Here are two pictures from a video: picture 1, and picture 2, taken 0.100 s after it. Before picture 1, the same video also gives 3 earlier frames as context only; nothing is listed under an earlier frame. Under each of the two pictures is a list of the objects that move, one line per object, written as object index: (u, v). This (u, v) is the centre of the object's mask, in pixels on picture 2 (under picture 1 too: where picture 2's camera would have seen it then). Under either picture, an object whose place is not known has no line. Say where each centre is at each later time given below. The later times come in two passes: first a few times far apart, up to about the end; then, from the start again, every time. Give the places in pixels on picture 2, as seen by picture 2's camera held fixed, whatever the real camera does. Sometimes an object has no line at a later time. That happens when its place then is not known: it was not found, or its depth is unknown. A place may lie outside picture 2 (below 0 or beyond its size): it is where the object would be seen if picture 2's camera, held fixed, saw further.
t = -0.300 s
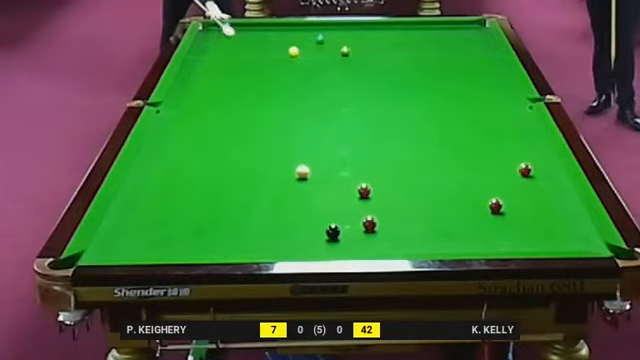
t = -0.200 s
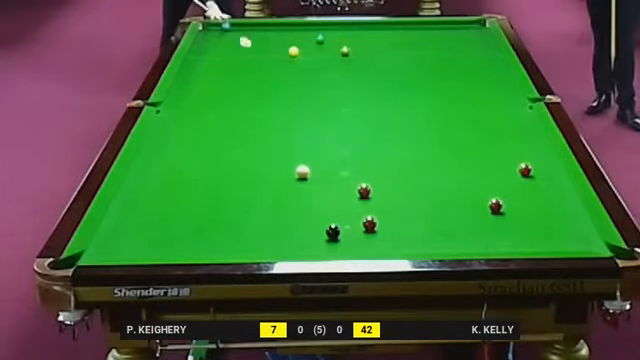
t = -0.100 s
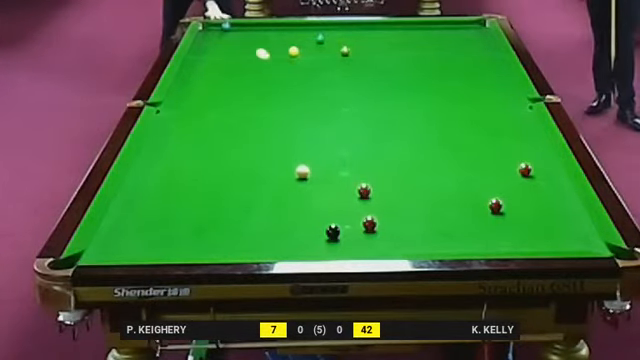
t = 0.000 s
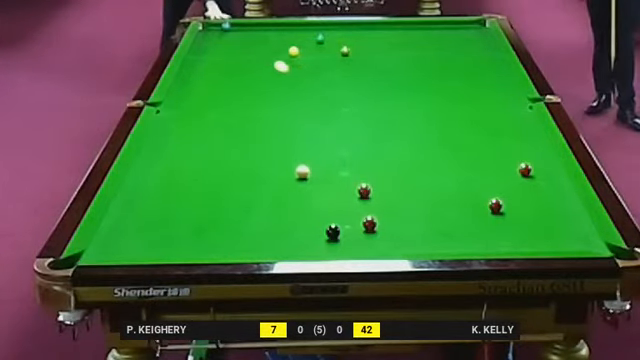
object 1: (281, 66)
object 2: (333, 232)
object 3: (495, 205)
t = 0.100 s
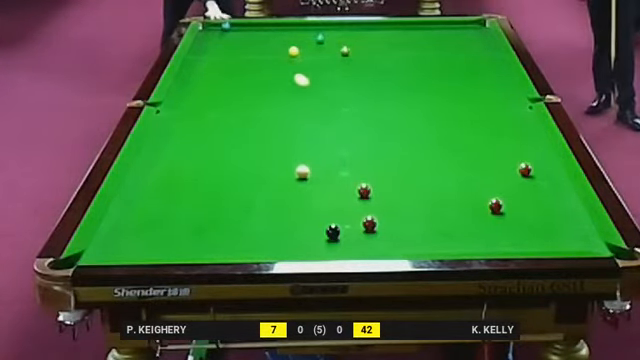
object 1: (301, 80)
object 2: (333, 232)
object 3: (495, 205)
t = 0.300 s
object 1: (347, 111)
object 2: (333, 232)
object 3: (495, 205)
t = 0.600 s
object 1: (433, 168)
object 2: (333, 232)
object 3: (495, 205)
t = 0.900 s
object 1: (463, 230)
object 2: (333, 232)
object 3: (578, 221)
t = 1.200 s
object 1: (438, 220)
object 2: (333, 232)
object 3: (506, 241)
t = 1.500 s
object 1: (411, 183)
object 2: (333, 232)
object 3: (422, 245)
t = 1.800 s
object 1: (390, 153)
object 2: (332, 232)
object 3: (346, 237)
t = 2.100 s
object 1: (371, 127)
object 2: (308, 220)
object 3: (301, 242)
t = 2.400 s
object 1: (354, 105)
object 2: (286, 210)
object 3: (259, 246)
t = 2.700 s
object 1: (340, 86)
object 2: (266, 200)
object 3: (218, 248)
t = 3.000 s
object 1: (328, 70)
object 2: (249, 193)
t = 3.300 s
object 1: (317, 55)
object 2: (234, 185)
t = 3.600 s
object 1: (307, 42)
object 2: (221, 180)
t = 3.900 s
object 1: (298, 31)
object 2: (210, 175)
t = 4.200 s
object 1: (290, 24)
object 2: (201, 172)
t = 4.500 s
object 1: (283, 31)
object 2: (194, 169)
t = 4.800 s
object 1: (277, 38)
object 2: (188, 166)
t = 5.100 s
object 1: (270, 44)
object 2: (184, 165)
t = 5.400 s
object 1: (263, 51)
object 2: (182, 165)
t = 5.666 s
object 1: (258, 57)
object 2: (181, 164)
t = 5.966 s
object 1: (252, 63)
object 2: (181, 164)
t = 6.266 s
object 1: (246, 69)
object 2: (181, 164)
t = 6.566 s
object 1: (241, 74)
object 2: (181, 164)
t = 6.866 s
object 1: (236, 79)
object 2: (181, 164)
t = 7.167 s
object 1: (231, 84)
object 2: (181, 165)
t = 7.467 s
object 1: (226, 88)
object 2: (181, 165)
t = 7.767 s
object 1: (222, 92)
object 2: (181, 165)
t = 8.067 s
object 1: (219, 95)
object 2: (181, 165)
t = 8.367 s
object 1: (216, 98)
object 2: (181, 164)
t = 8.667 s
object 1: (213, 100)
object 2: (181, 165)
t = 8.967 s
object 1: (212, 102)
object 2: (181, 165)
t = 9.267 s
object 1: (210, 103)
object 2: (181, 165)
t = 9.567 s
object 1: (210, 104)
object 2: (181, 165)
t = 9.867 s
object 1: (210, 104)
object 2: (181, 164)
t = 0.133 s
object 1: (308, 85)
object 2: (333, 232)
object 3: (495, 205)
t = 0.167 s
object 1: (316, 89)
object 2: (333, 232)
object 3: (495, 205)
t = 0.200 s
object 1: (323, 94)
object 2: (333, 232)
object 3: (495, 205)
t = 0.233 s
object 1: (331, 100)
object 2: (333, 232)
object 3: (495, 205)
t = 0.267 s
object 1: (338, 105)
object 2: (333, 232)
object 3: (495, 205)
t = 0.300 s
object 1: (347, 111)
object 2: (333, 232)
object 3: (495, 205)
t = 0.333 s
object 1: (355, 116)
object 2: (333, 232)
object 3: (495, 205)
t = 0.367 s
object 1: (364, 122)
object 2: (333, 232)
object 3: (495, 205)
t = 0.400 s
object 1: (373, 128)
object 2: (333, 232)
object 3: (495, 205)
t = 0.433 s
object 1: (382, 134)
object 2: (333, 232)
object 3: (495, 205)
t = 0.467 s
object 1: (392, 140)
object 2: (333, 232)
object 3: (495, 205)
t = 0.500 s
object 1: (401, 147)
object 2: (333, 232)
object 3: (495, 205)
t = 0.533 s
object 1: (411, 154)
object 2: (333, 232)
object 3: (495, 205)
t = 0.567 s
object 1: (422, 161)
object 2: (333, 232)
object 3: (495, 205)
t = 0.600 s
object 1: (433, 168)
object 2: (333, 232)
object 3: (495, 205)
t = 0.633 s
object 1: (444, 175)
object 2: (333, 232)
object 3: (495, 206)
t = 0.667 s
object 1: (455, 183)
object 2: (333, 232)
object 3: (495, 206)
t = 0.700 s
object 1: (467, 191)
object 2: (333, 232)
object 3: (495, 206)
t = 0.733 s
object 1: (479, 201)
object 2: (333, 232)
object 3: (496, 206)
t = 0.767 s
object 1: (478, 207)
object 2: (333, 232)
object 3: (510, 207)
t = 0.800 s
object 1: (473, 212)
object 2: (333, 232)
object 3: (527, 211)
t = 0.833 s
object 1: (469, 218)
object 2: (333, 232)
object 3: (544, 214)
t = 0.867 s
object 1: (465, 224)
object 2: (333, 232)
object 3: (561, 217)
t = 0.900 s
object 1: (463, 230)
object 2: (333, 232)
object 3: (578, 221)
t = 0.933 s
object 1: (461, 236)
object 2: (333, 232)
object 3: (584, 224)
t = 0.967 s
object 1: (460, 243)
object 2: (333, 232)
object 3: (573, 226)
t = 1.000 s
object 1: (458, 247)
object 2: (333, 232)
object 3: (563, 229)
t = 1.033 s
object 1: (455, 244)
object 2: (333, 232)
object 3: (553, 231)
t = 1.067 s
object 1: (451, 240)
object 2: (333, 232)
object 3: (544, 233)
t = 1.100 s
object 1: (448, 235)
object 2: (333, 232)
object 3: (535, 235)
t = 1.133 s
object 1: (444, 230)
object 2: (333, 232)
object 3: (525, 236)
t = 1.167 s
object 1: (441, 225)
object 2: (333, 232)
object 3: (515, 239)
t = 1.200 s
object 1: (438, 220)
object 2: (333, 232)
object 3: (506, 241)
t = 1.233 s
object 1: (434, 215)
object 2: (333, 232)
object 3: (497, 243)
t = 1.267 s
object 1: (432, 211)
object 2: (333, 232)
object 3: (487, 244)
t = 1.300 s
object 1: (428, 207)
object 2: (333, 232)
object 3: (477, 245)
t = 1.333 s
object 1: (425, 203)
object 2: (333, 232)
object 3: (467, 246)
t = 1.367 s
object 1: (423, 199)
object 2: (333, 232)
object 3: (458, 247)
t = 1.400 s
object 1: (419, 194)
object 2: (333, 232)
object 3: (448, 247)
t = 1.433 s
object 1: (417, 191)
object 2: (333, 232)
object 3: (439, 246)
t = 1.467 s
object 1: (414, 187)
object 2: (333, 232)
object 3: (431, 246)
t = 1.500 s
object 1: (411, 183)
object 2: (333, 232)
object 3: (422, 245)
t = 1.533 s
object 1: (409, 180)
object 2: (333, 232)
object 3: (413, 245)
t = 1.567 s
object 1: (406, 176)
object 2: (333, 232)
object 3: (405, 244)
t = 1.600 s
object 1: (404, 172)
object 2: (333, 232)
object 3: (396, 243)
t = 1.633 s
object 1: (401, 169)
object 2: (333, 232)
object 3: (388, 242)
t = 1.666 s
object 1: (399, 166)
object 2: (333, 232)
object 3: (379, 241)
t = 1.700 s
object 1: (396, 162)
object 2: (333, 232)
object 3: (371, 240)
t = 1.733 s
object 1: (394, 159)
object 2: (333, 232)
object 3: (363, 240)
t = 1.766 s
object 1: (392, 156)
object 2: (333, 232)
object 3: (354, 238)
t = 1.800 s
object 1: (390, 153)
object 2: (332, 232)
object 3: (346, 237)
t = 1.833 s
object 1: (387, 150)
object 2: (330, 230)
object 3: (339, 238)
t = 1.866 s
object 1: (385, 147)
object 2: (327, 229)
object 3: (335, 238)
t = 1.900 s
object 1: (383, 143)
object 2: (324, 227)
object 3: (330, 238)
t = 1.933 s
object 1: (381, 141)
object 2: (321, 226)
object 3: (326, 239)
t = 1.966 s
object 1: (379, 138)
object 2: (318, 225)
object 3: (320, 240)
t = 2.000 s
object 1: (376, 135)
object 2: (316, 224)
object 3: (316, 240)
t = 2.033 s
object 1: (375, 132)
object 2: (313, 223)
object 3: (311, 240)
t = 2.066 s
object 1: (373, 130)
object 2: (310, 222)
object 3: (306, 241)
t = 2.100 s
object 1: (371, 127)
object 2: (308, 220)
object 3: (301, 242)
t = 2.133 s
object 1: (369, 124)
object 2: (305, 219)
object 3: (296, 242)
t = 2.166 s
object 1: (367, 122)
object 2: (303, 218)
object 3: (291, 243)
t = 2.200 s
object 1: (365, 119)
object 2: (300, 217)
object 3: (287, 243)
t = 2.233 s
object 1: (363, 117)
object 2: (297, 215)
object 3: (282, 244)
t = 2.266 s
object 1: (361, 114)
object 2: (295, 214)
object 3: (277, 244)
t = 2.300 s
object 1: (359, 112)
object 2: (293, 213)
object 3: (272, 244)
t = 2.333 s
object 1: (358, 110)
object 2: (290, 212)
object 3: (268, 245)
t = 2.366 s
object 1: (356, 107)
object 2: (288, 211)
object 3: (263, 246)
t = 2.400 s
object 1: (354, 105)
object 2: (286, 210)
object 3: (259, 246)
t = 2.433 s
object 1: (353, 103)
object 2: (283, 209)
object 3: (254, 246)
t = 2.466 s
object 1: (351, 100)
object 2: (281, 207)
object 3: (249, 247)
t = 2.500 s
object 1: (350, 98)
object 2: (279, 206)
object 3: (245, 247)
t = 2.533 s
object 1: (348, 96)
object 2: (277, 205)
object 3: (240, 247)
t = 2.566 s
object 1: (346, 94)
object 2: (275, 204)
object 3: (236, 247)
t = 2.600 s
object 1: (345, 92)
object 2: (273, 203)
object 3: (231, 247)
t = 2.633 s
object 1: (343, 90)
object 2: (271, 202)
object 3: (227, 247)
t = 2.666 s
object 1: (342, 88)
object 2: (268, 201)
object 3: (222, 248)
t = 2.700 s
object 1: (340, 86)
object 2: (266, 200)
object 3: (218, 248)
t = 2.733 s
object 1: (339, 84)
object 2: (264, 199)
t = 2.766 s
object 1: (337, 82)
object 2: (262, 199)
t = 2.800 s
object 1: (336, 80)
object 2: (261, 198)
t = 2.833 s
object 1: (334, 78)
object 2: (258, 197)
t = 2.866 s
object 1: (333, 76)
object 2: (257, 196)
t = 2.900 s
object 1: (332, 75)
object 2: (255, 195)
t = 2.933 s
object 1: (330, 73)
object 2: (253, 194)
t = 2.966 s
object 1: (329, 71)
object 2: (251, 193)
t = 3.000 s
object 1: (328, 70)
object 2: (249, 193)
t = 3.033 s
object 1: (327, 68)
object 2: (247, 192)
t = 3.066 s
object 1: (325, 66)
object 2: (246, 191)
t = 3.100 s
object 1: (324, 65)
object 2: (244, 190)
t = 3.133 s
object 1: (323, 63)
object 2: (242, 190)
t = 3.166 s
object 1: (322, 61)
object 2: (241, 189)
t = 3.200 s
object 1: (321, 59)
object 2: (239, 188)
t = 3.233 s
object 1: (319, 58)
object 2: (237, 187)
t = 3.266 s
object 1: (318, 56)
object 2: (236, 186)
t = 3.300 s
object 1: (317, 55)
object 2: (234, 185)
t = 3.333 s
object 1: (316, 54)
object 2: (233, 185)
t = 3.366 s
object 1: (314, 52)
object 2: (231, 184)
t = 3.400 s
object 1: (313, 51)
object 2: (230, 184)
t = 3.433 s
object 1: (312, 49)
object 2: (228, 183)
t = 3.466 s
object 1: (311, 48)
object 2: (227, 182)
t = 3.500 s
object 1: (310, 47)
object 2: (225, 182)
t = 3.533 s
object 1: (309, 45)
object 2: (224, 181)
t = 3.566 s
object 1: (308, 44)
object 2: (223, 180)
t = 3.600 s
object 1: (307, 42)
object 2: (221, 180)
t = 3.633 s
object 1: (306, 41)
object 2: (220, 179)
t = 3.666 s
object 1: (305, 40)
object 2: (219, 179)
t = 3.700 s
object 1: (304, 38)
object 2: (218, 178)
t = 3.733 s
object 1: (303, 37)
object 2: (216, 178)
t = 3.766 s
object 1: (302, 36)
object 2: (215, 177)
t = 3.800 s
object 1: (301, 35)
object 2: (214, 177)
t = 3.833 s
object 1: (300, 34)
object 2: (213, 176)
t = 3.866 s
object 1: (299, 33)
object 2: (212, 176)
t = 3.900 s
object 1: (298, 31)
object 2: (210, 175)
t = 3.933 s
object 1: (297, 30)
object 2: (209, 175)
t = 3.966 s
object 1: (296, 29)
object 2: (208, 174)
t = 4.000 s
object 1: (295, 28)
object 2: (207, 174)
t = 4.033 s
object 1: (295, 27)
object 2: (206, 174)
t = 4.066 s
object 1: (293, 26)
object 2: (205, 173)
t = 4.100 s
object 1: (293, 25)
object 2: (204, 173)
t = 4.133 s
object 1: (292, 24)
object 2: (203, 172)
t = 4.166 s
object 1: (291, 24)
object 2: (202, 172)
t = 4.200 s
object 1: (290, 24)
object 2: (201, 172)
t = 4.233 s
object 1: (290, 25)
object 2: (200, 171)
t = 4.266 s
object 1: (289, 26)
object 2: (200, 171)
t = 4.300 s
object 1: (288, 27)
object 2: (199, 170)
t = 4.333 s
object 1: (287, 27)
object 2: (198, 170)
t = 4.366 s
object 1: (286, 28)
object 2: (197, 170)
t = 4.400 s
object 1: (285, 29)
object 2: (196, 170)
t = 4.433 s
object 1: (285, 30)
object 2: (195, 169)
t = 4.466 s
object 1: (284, 31)
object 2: (195, 169)
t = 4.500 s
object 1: (283, 31)
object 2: (194, 169)
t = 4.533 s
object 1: (282, 32)
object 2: (193, 168)
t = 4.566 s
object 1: (282, 33)
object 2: (193, 168)
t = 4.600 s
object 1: (281, 34)
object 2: (192, 168)
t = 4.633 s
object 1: (280, 34)
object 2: (191, 167)
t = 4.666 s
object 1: (280, 35)
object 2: (191, 167)
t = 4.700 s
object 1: (279, 36)
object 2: (190, 167)
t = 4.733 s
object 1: (279, 36)
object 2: (189, 167)
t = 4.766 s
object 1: (277, 37)
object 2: (189, 167)
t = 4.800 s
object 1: (277, 38)
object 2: (188, 166)
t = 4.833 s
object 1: (276, 39)
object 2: (188, 166)
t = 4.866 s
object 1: (275, 40)
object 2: (187, 166)
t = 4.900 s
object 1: (274, 40)
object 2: (187, 166)
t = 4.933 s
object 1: (273, 41)
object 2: (186, 165)
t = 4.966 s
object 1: (273, 42)
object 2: (186, 165)
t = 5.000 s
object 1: (272, 42)
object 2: (185, 165)
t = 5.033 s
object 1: (271, 43)
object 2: (185, 165)
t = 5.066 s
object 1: (271, 44)
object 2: (184, 165)
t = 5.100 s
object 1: (270, 44)
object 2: (184, 165)
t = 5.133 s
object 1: (269, 45)
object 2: (184, 165)
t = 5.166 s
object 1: (268, 46)
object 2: (183, 165)
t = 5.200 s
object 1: (268, 47)
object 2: (183, 165)
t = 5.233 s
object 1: (267, 47)
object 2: (183, 165)
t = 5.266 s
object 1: (266, 48)
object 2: (182, 165)
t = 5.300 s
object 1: (266, 49)
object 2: (182, 165)
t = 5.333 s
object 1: (265, 49)
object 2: (182, 165)
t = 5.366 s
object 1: (264, 50)
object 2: (182, 165)
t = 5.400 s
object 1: (263, 51)
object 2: (182, 165)
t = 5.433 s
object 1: (263, 51)
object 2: (181, 165)
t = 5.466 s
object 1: (262, 52)
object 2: (181, 165)
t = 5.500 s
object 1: (261, 53)
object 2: (181, 164)
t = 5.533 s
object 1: (261, 54)
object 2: (181, 164)
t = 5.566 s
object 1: (260, 55)
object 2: (181, 164)
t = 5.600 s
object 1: (259, 55)
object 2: (181, 164)
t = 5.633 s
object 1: (259, 56)
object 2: (181, 164)
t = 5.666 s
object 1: (258, 57)
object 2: (181, 164)
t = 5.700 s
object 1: (257, 57)
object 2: (181, 164)
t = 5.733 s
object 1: (257, 58)
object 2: (181, 164)
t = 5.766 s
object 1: (256, 59)
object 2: (181, 164)
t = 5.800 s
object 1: (255, 59)
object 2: (181, 164)
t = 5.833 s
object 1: (254, 60)
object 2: (181, 164)
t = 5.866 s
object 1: (254, 61)
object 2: (181, 164)
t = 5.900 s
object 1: (253, 61)
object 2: (181, 164)
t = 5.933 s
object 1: (252, 62)
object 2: (181, 164)
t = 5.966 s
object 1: (252, 63)
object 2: (181, 164)
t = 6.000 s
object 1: (251, 63)
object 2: (181, 164)
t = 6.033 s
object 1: (251, 64)
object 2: (181, 164)
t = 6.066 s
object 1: (250, 65)
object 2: (181, 164)
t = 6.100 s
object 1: (249, 65)
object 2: (181, 164)
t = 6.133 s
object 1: (249, 66)
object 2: (181, 164)
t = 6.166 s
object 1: (248, 67)
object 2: (181, 164)
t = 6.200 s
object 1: (247, 67)
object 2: (181, 164)
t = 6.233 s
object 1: (247, 68)
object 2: (181, 164)
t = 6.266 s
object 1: (246, 69)
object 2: (181, 164)
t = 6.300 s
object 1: (245, 69)
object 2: (181, 164)
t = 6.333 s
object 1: (245, 70)
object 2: (181, 164)
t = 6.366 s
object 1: (245, 70)
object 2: (181, 164)
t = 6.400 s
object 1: (244, 71)
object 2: (181, 164)
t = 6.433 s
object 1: (243, 72)
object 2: (181, 164)
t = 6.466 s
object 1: (243, 72)
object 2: (181, 164)
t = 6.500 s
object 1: (242, 73)
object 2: (181, 164)
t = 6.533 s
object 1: (241, 73)
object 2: (181, 164)
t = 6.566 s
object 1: (241, 74)
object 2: (181, 164)
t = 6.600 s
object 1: (240, 75)
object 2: (181, 164)
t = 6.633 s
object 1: (240, 75)
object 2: (181, 164)
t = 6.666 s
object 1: (239, 76)
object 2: (181, 164)
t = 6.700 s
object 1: (238, 76)
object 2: (181, 164)
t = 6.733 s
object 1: (238, 77)
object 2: (181, 164)
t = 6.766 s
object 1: (237, 77)
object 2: (181, 164)
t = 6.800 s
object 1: (237, 78)
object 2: (181, 164)
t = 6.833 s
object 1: (236, 79)
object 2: (181, 164)
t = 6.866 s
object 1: (236, 79)
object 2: (181, 164)
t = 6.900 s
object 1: (235, 80)
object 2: (181, 164)
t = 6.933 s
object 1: (235, 80)
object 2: (181, 164)
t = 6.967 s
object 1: (234, 81)
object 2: (181, 165)
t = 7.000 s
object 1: (234, 81)
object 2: (181, 165)
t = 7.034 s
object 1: (233, 82)
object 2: (181, 165)
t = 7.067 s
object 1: (232, 83)
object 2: (181, 165)
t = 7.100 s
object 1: (232, 83)
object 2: (181, 165)
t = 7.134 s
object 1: (231, 84)
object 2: (181, 165)
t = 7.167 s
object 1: (231, 84)
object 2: (181, 165)
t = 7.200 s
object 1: (230, 84)
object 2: (181, 165)
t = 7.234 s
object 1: (230, 85)
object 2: (181, 165)
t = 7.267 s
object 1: (229, 86)
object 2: (181, 165)
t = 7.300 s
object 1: (229, 86)
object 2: (181, 165)
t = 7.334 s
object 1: (228, 86)
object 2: (181, 165)
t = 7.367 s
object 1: (228, 87)
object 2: (181, 165)
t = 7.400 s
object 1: (227, 87)
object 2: (181, 165)
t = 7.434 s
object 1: (227, 88)
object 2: (181, 165)
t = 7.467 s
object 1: (226, 88)
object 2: (181, 165)
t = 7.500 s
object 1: (226, 89)
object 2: (181, 165)
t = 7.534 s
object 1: (226, 89)
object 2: (181, 165)
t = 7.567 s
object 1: (225, 90)
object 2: (181, 165)
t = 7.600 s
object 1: (225, 90)
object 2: (181, 165)
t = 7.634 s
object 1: (224, 91)
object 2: (181, 165)
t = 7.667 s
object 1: (224, 91)
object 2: (181, 165)
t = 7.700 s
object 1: (223, 91)
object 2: (181, 165)
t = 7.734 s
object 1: (223, 92)
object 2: (181, 165)
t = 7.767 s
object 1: (222, 92)
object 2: (181, 165)
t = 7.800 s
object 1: (222, 93)
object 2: (181, 165)
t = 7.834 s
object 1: (222, 93)
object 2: (181, 165)
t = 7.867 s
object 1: (221, 93)
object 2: (181, 165)
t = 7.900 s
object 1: (221, 94)
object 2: (181, 165)
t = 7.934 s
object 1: (221, 94)
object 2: (181, 165)
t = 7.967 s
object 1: (220, 94)
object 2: (181, 165)
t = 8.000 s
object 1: (220, 95)
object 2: (181, 165)
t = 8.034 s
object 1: (219, 95)
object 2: (181, 165)
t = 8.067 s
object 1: (219, 95)
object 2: (181, 165)
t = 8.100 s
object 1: (219, 96)
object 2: (181, 165)
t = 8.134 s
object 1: (218, 96)
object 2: (181, 165)
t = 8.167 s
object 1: (218, 96)
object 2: (181, 164)
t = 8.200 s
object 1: (218, 97)
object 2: (181, 164)
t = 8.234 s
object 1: (217, 97)
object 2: (181, 164)
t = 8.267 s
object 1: (217, 97)
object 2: (181, 164)
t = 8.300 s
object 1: (217, 98)
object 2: (181, 164)
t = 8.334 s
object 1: (216, 98)
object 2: (181, 164)
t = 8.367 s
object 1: (216, 98)
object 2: (181, 164)
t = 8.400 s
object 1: (216, 98)
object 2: (181, 165)
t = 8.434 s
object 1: (216, 99)
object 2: (181, 164)
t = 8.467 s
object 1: (215, 99)
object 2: (181, 164)
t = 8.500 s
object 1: (215, 99)
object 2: (181, 164)
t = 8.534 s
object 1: (215, 100)
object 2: (181, 164)
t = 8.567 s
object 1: (214, 100)
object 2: (181, 164)
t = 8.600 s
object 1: (214, 100)
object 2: (181, 165)
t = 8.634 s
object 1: (214, 100)
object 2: (181, 165)
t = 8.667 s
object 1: (213, 100)
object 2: (181, 165)
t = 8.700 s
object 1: (213, 101)
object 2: (181, 165)
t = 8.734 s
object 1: (213, 101)
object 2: (181, 165)
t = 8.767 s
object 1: (213, 101)
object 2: (181, 165)
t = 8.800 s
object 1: (212, 101)
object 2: (181, 165)
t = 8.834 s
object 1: (212, 101)
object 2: (181, 165)
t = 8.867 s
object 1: (212, 102)
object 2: (181, 165)
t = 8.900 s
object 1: (212, 102)
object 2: (181, 165)
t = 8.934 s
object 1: (212, 102)
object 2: (181, 165)
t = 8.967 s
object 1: (212, 102)
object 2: (181, 165)
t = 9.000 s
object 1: (211, 102)
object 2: (181, 165)
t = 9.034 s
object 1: (211, 102)
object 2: (181, 165)
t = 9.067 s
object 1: (211, 103)
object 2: (181, 165)
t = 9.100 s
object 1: (211, 103)
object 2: (181, 165)
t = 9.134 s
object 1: (211, 103)
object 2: (181, 165)
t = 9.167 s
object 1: (211, 103)
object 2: (181, 165)
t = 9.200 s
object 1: (211, 103)
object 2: (181, 165)
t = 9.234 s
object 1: (210, 103)
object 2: (181, 165)
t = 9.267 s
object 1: (210, 103)
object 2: (181, 165)
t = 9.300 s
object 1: (210, 103)
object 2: (181, 164)
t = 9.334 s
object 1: (210, 104)
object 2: (181, 164)
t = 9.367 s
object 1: (210, 104)
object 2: (181, 165)
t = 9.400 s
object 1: (210, 104)
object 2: (181, 165)
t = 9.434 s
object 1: (210, 104)
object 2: (181, 164)
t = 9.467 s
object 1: (210, 104)
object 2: (181, 165)
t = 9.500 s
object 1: (210, 104)
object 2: (181, 165)
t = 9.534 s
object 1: (210, 104)
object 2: (181, 165)
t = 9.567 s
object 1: (210, 104)
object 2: (181, 165)
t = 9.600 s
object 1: (210, 104)
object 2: (181, 164)
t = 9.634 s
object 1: (210, 104)
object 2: (181, 165)
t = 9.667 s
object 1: (210, 104)
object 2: (181, 164)
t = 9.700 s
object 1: (210, 104)
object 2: (181, 164)
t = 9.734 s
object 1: (210, 104)
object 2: (181, 164)
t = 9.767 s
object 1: (210, 104)
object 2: (181, 164)
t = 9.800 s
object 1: (210, 104)
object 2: (181, 164)
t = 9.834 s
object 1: (210, 104)
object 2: (181, 164)
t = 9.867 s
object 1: (210, 104)
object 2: (181, 164)
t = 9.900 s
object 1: (210, 104)
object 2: (181, 164)
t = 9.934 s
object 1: (210, 104)
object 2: (181, 165)
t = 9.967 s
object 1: (210, 104)
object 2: (181, 164)
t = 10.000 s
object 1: (210, 104)
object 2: (181, 164)
